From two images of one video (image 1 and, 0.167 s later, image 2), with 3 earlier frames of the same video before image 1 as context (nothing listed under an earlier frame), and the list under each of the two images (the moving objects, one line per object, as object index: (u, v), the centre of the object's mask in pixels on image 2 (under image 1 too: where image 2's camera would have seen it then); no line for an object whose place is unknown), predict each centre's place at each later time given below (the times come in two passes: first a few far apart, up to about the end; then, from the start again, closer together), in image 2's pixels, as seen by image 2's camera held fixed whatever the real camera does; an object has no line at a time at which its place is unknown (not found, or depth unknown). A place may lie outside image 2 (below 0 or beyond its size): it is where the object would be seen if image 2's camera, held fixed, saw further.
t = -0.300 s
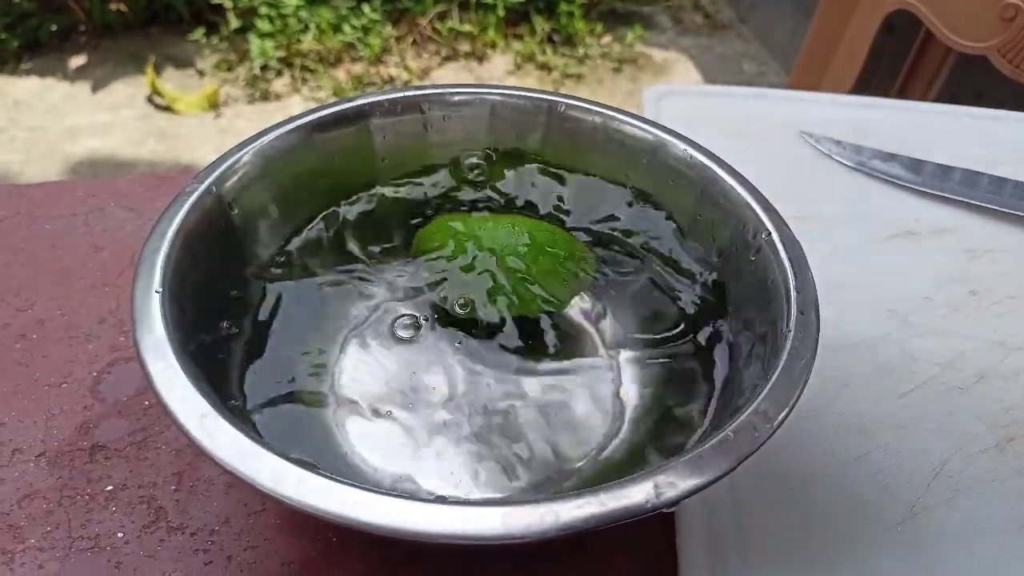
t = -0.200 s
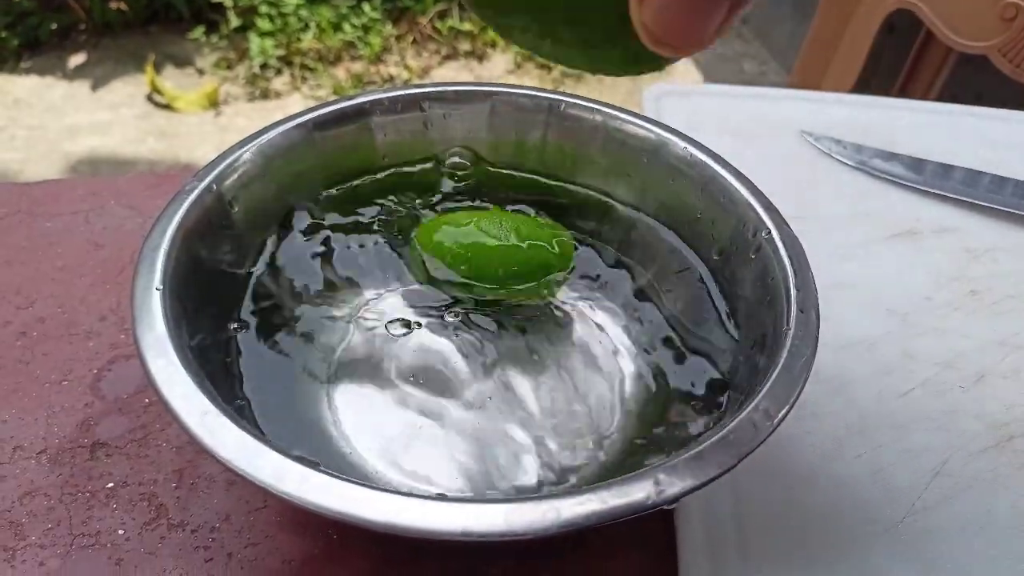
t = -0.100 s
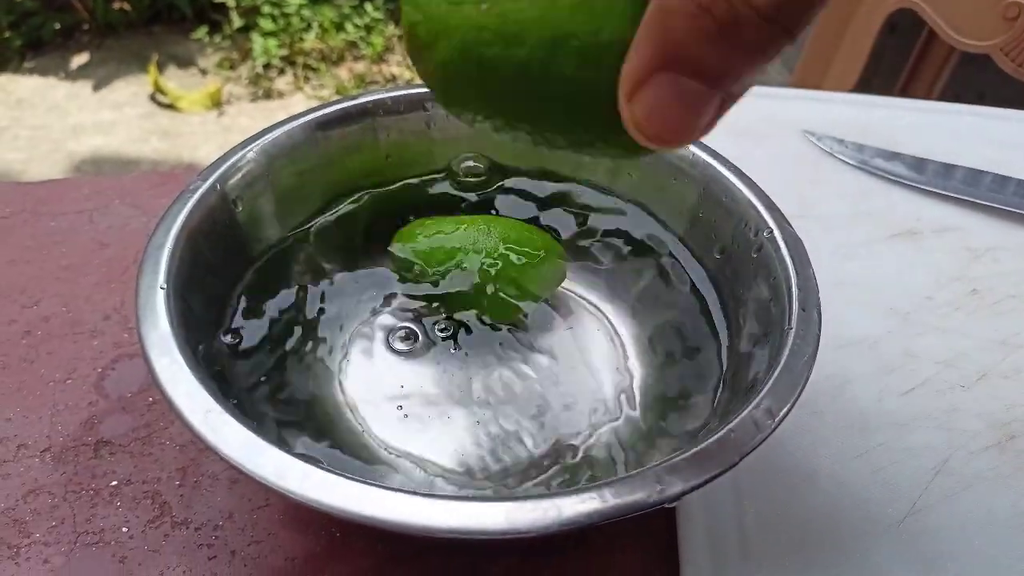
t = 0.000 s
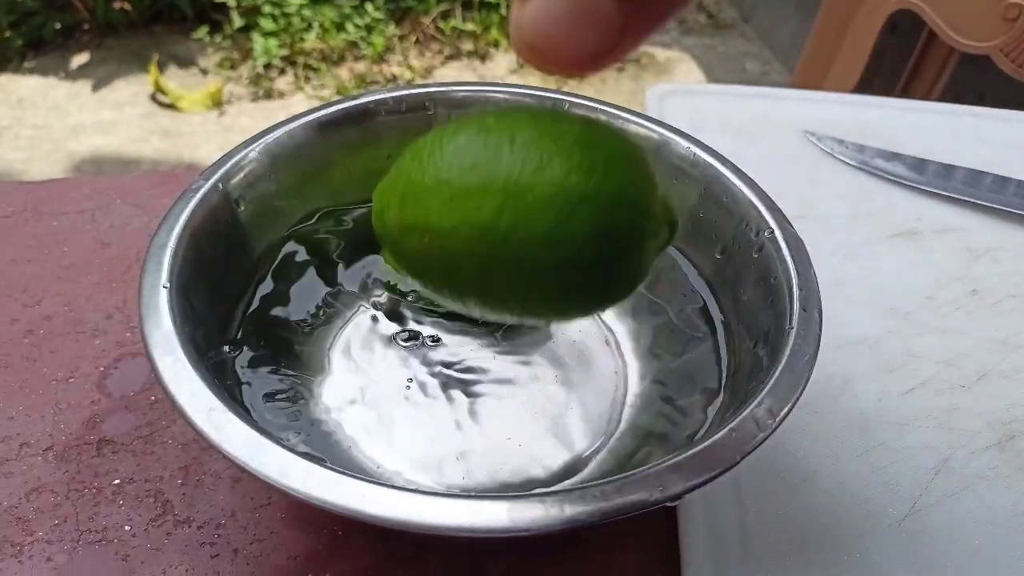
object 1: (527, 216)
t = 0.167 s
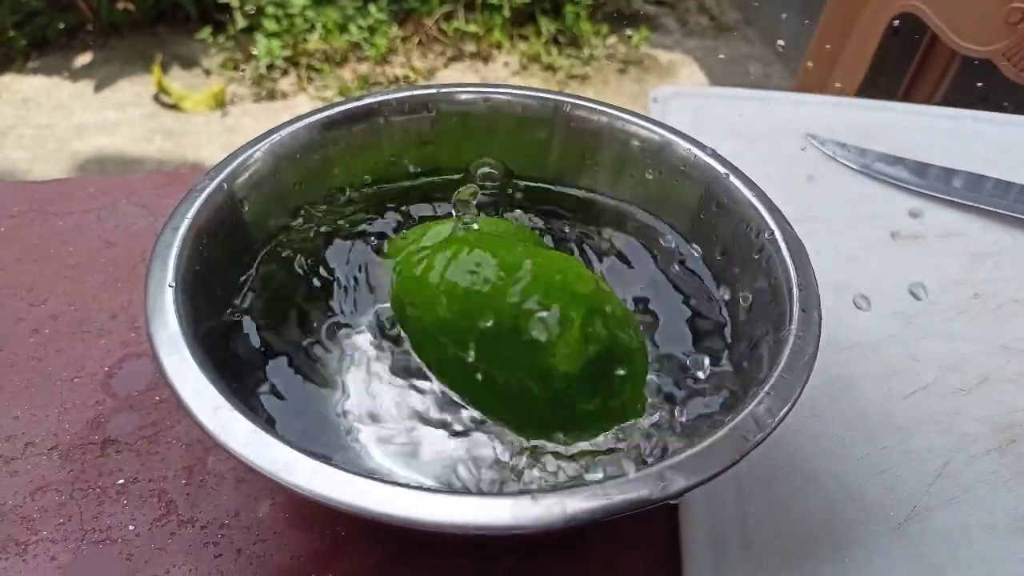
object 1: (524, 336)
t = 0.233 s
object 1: (535, 382)
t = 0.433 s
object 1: (448, 385)
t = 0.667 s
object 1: (448, 373)
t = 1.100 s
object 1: (427, 368)
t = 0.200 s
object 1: (532, 352)
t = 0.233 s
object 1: (535, 382)
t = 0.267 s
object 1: (533, 409)
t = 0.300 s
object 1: (519, 412)
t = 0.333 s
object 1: (501, 408)
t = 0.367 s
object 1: (480, 395)
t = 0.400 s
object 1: (463, 387)
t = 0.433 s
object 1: (448, 385)
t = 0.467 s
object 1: (441, 381)
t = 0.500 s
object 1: (439, 379)
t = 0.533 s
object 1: (441, 381)
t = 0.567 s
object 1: (445, 391)
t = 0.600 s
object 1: (437, 392)
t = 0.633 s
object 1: (448, 391)
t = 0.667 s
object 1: (448, 373)
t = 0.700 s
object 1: (457, 365)
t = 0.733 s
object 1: (445, 372)
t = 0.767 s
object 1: (436, 357)
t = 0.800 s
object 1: (439, 351)
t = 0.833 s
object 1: (429, 366)
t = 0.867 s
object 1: (442, 344)
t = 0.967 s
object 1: (433, 344)
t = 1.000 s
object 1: (423, 360)
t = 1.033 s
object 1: (428, 349)
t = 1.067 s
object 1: (426, 363)
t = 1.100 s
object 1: (427, 368)
